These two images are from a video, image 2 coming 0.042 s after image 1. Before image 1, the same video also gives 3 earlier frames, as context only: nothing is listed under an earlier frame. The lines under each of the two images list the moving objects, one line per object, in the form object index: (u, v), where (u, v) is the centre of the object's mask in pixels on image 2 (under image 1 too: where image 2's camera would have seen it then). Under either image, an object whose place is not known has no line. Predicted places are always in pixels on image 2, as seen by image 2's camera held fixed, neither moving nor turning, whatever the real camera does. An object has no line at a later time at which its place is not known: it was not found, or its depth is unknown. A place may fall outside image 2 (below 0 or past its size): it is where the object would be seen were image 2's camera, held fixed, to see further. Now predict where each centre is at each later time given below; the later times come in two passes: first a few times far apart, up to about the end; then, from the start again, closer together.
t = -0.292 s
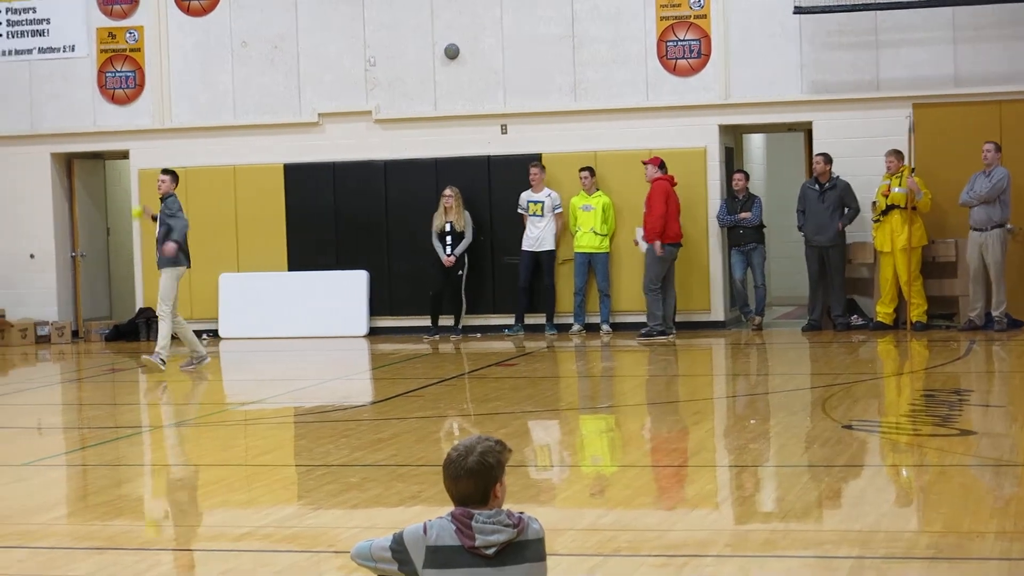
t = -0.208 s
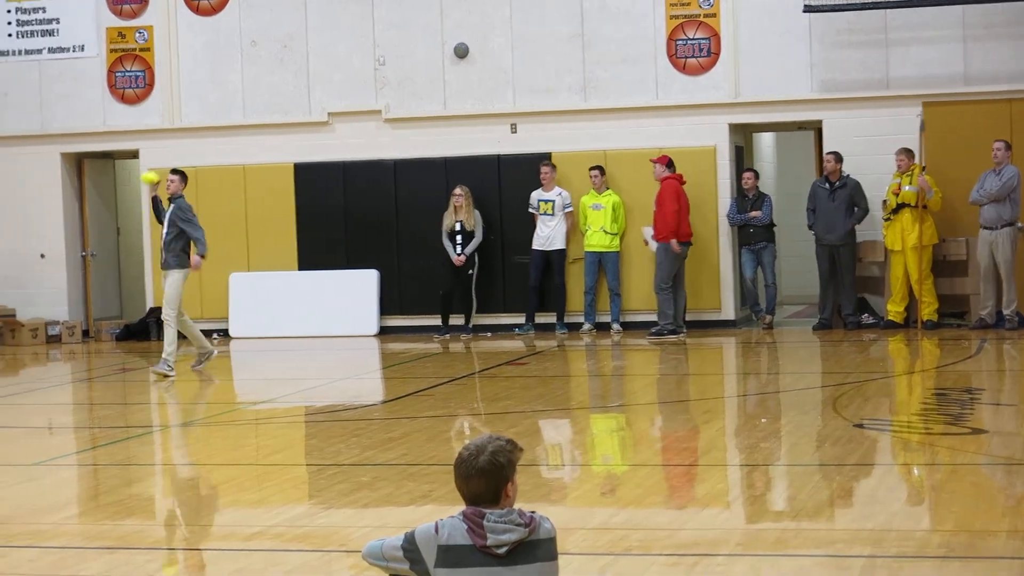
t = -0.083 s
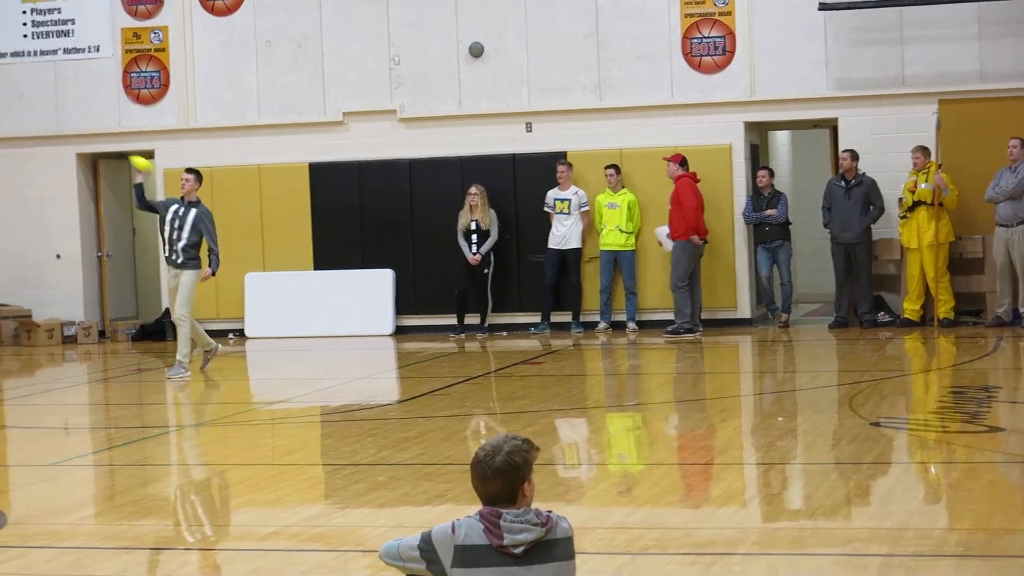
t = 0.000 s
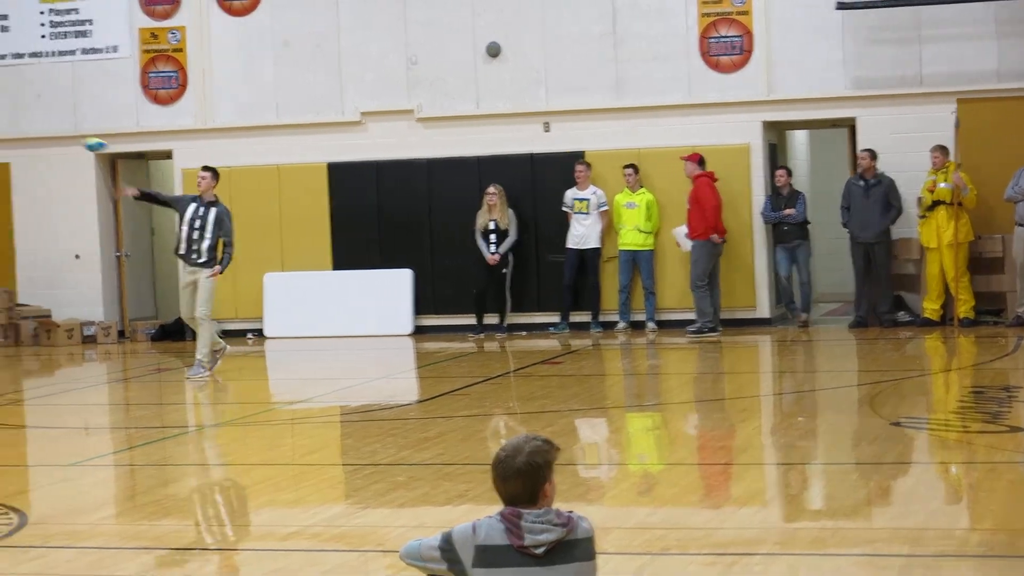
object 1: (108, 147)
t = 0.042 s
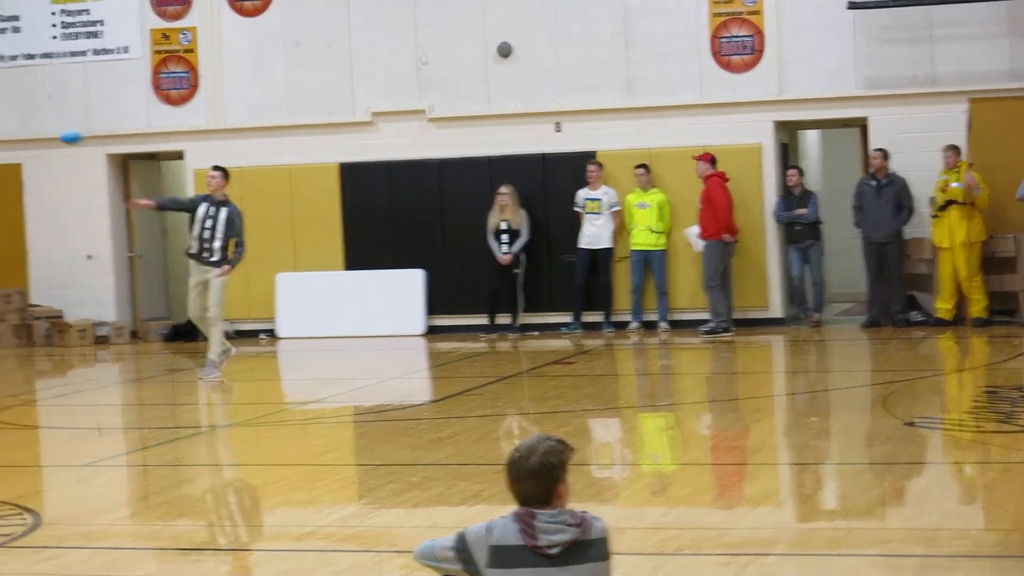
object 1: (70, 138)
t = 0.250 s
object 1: (-168, 125)
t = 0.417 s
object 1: (-429, 157)
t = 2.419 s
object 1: (-412, 563)
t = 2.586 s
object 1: (-328, 563)
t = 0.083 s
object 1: (26, 132)
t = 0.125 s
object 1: (-19, 128)
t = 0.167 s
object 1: (-66, 125)
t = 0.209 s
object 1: (-114, 123)
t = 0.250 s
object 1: (-168, 125)
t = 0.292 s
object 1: (-226, 130)
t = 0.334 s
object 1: (-290, 135)
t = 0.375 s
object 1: (-356, 147)
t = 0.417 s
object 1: (-429, 157)
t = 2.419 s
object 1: (-412, 563)
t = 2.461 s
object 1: (-384, 573)
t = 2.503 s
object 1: (-358, 586)
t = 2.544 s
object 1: (-341, 574)
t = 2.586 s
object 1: (-328, 563)
